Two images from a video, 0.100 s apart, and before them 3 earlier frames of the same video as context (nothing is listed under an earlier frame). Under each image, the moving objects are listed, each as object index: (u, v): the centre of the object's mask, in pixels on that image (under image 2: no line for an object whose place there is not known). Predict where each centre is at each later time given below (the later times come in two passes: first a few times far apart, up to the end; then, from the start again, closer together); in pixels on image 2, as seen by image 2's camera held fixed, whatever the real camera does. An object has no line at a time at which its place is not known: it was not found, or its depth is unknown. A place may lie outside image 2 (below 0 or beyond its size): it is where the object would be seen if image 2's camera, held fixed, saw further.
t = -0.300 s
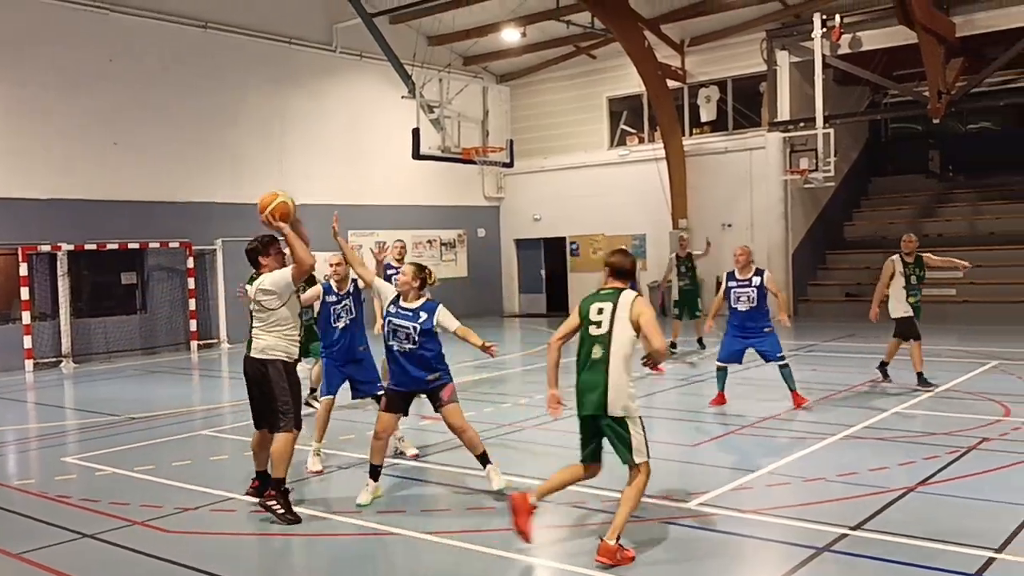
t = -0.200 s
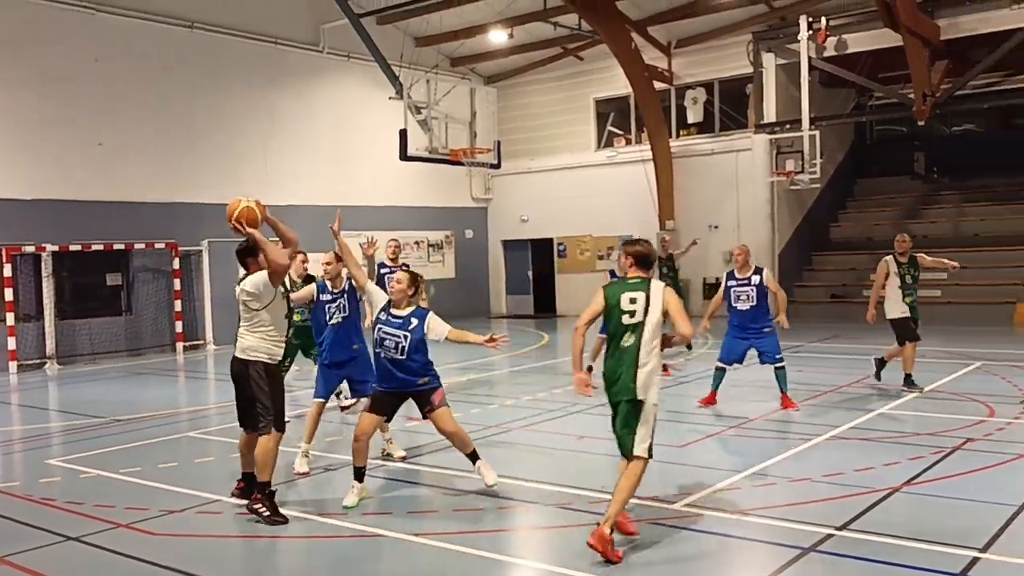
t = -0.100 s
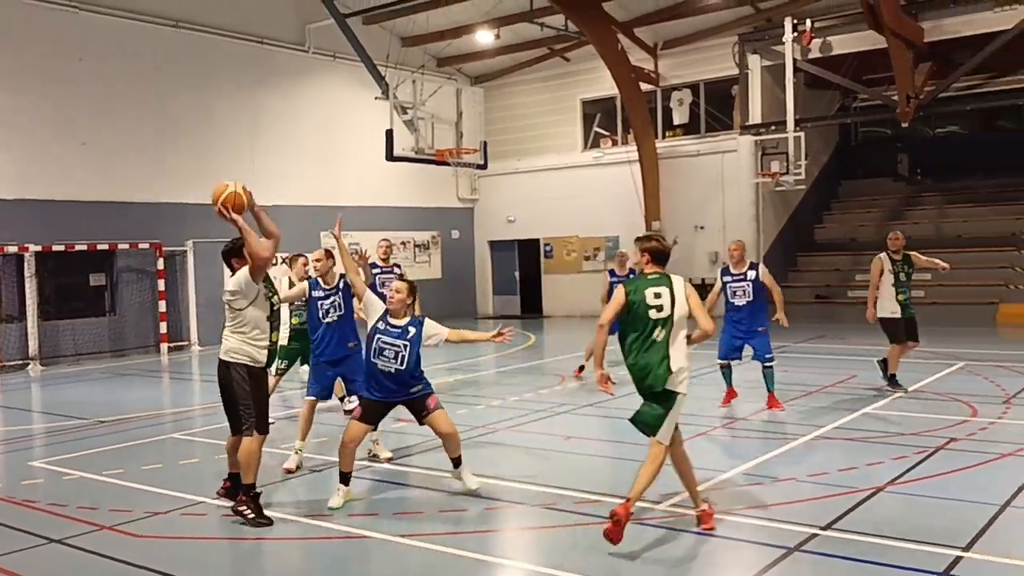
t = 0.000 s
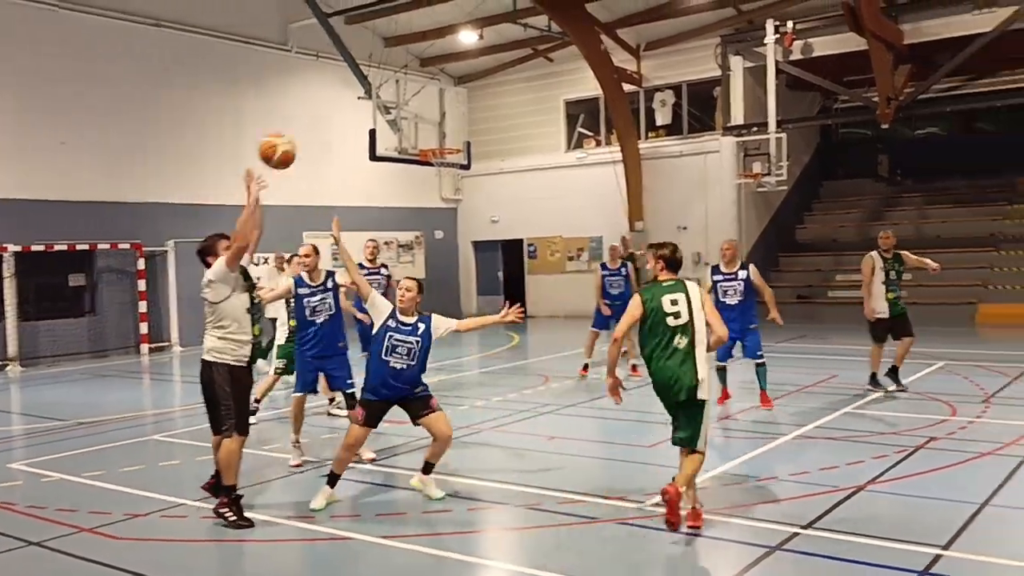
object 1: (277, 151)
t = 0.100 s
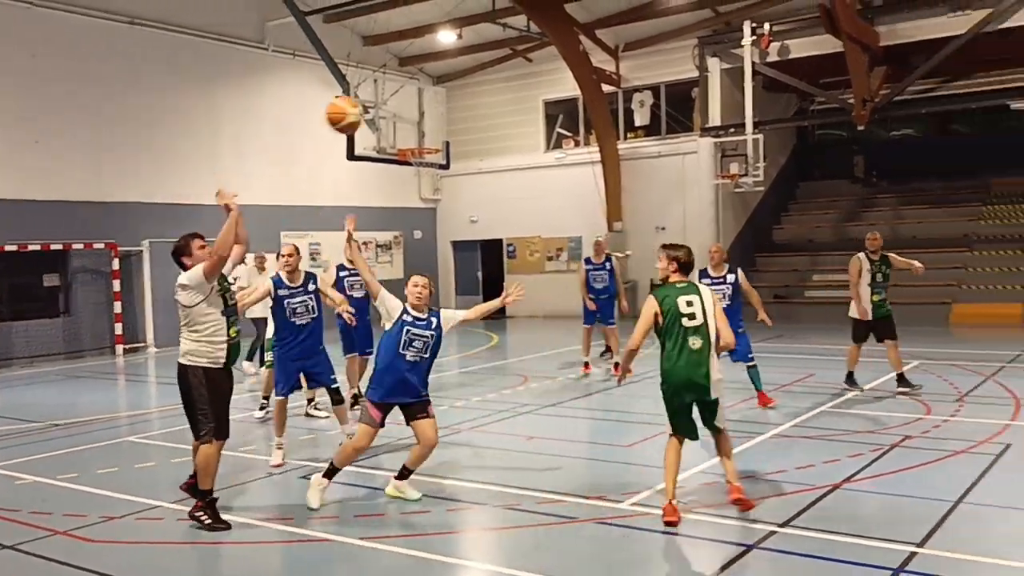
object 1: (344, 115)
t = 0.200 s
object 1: (431, 96)
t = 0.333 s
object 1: (543, 96)
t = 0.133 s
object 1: (373, 107)
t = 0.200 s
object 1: (431, 96)
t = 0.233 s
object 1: (460, 93)
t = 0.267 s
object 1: (488, 92)
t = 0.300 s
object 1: (515, 93)
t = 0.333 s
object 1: (543, 96)
